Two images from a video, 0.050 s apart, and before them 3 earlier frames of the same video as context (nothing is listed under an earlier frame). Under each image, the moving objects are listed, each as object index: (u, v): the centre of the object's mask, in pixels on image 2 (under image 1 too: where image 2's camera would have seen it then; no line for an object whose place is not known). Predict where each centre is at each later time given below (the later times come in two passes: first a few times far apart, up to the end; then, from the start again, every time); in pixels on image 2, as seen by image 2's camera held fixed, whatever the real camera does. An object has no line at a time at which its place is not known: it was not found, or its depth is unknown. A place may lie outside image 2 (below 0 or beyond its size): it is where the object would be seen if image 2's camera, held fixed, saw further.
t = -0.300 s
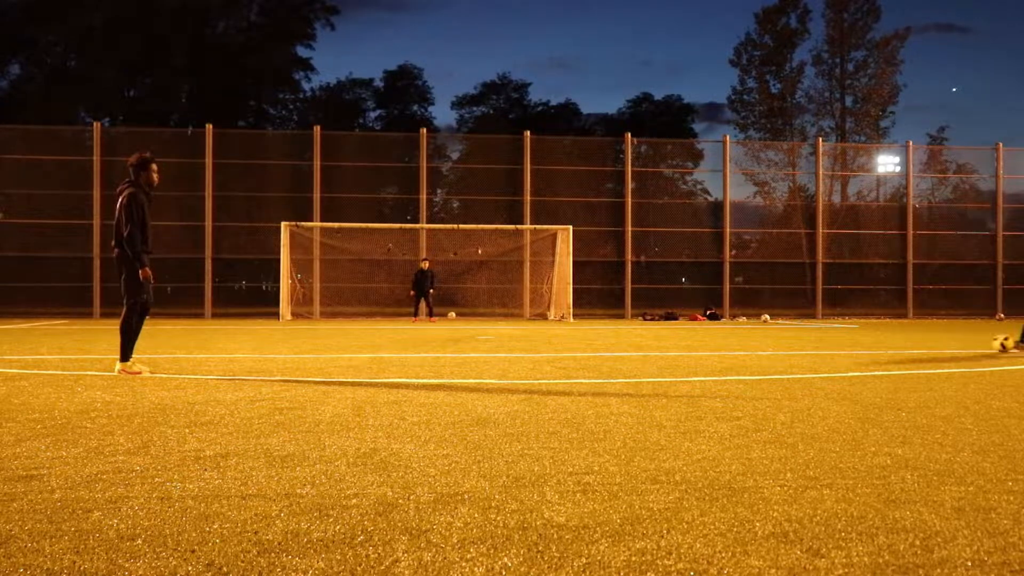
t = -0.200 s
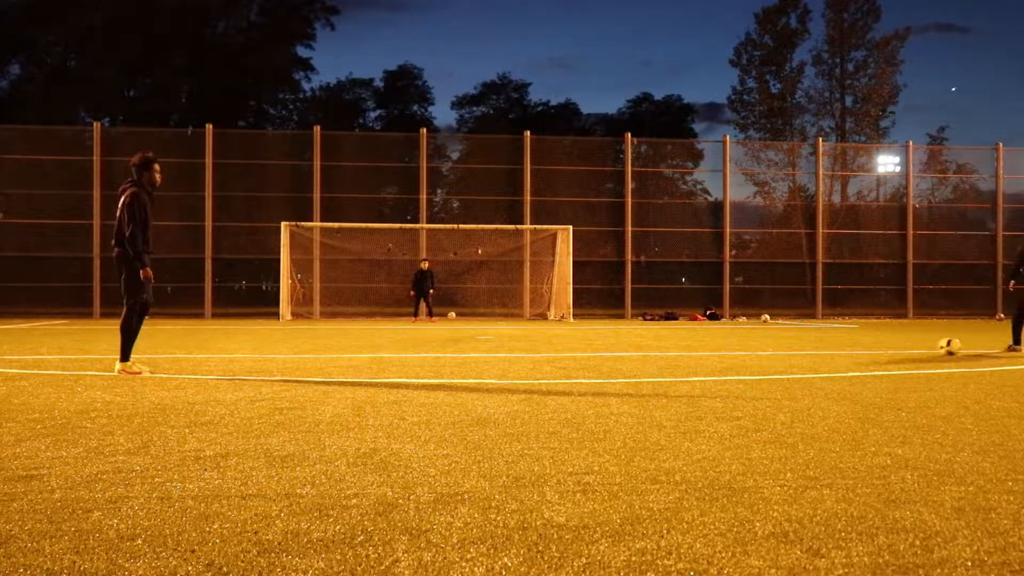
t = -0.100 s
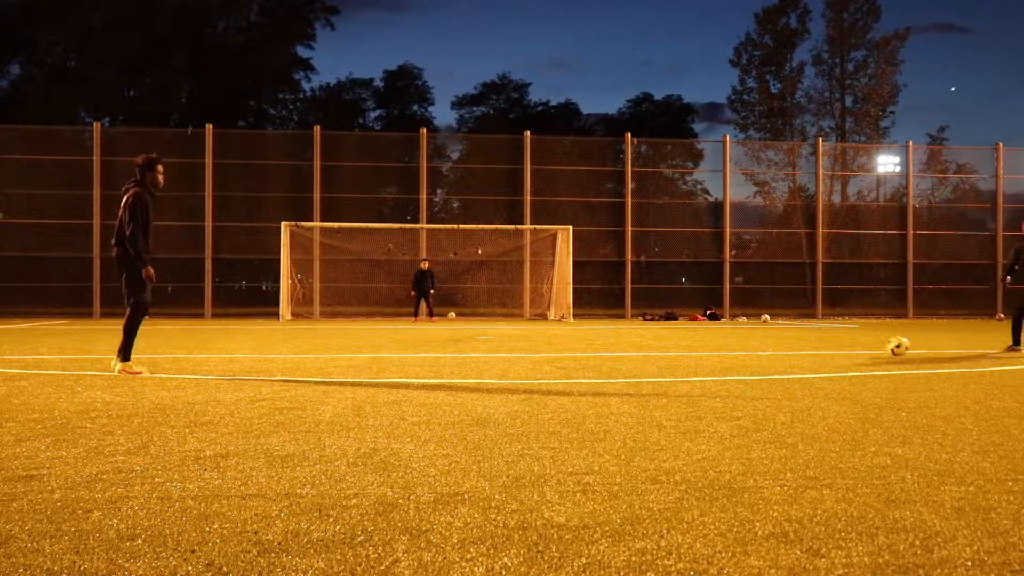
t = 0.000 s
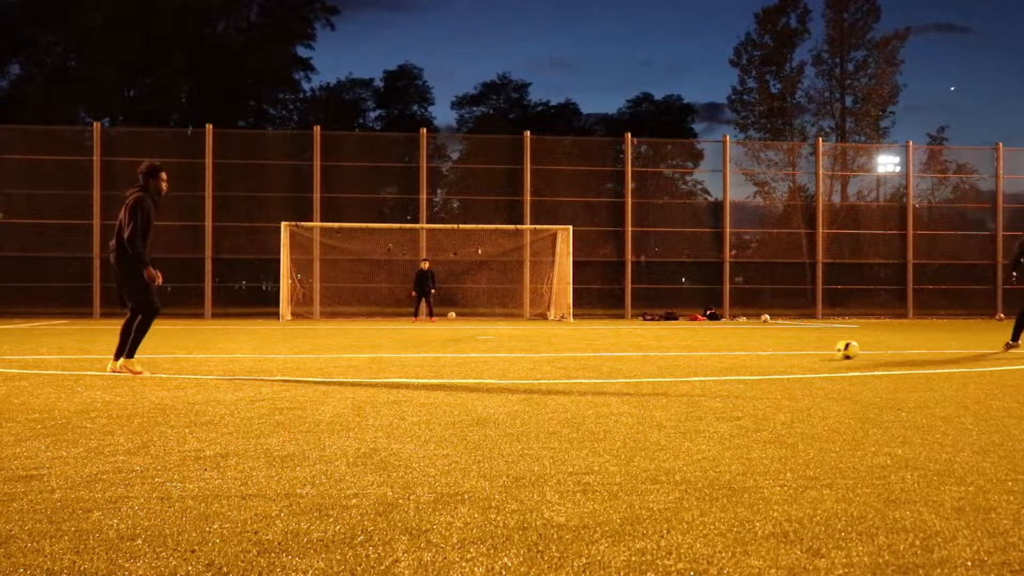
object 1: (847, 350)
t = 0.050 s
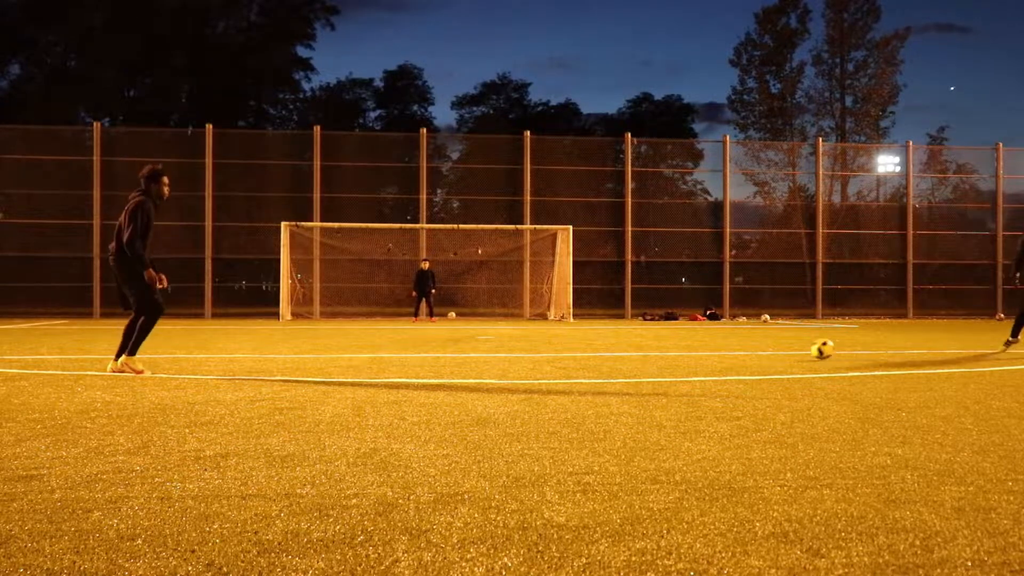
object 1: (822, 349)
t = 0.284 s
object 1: (708, 354)
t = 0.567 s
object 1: (579, 358)
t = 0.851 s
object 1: (456, 362)
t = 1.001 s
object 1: (389, 365)
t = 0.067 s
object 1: (814, 349)
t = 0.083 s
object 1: (806, 349)
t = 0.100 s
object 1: (796, 350)
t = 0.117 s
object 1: (789, 351)
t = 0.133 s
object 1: (781, 351)
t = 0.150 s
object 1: (773, 351)
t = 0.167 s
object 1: (765, 351)
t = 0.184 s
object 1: (757, 351)
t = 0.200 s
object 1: (750, 351)
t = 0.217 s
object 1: (741, 352)
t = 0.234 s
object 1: (733, 352)
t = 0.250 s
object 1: (724, 353)
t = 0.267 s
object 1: (716, 354)
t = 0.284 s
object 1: (708, 354)
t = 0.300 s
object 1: (701, 354)
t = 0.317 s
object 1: (694, 354)
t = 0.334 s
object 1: (686, 354)
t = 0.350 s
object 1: (678, 353)
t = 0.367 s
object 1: (670, 354)
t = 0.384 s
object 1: (662, 354)
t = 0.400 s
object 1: (655, 355)
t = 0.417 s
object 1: (647, 356)
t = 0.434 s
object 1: (639, 357)
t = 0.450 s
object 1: (631, 357)
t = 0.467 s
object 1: (625, 357)
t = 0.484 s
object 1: (617, 357)
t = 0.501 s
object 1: (610, 357)
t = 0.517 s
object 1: (602, 357)
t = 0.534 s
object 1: (594, 357)
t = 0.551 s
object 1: (587, 357)
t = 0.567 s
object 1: (579, 358)
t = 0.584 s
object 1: (572, 360)
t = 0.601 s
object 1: (565, 361)
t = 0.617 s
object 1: (558, 361)
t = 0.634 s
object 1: (551, 360)
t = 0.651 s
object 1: (542, 360)
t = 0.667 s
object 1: (537, 360)
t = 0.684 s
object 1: (529, 360)
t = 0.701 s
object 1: (521, 360)
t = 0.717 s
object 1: (514, 362)
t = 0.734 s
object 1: (506, 363)
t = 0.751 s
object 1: (499, 363)
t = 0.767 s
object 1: (493, 362)
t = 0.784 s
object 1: (485, 362)
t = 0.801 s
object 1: (478, 362)
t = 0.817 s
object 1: (471, 362)
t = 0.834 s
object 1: (463, 363)
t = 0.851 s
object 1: (456, 362)
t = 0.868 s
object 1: (448, 365)
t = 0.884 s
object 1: (441, 365)
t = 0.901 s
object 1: (434, 364)
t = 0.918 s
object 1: (427, 364)
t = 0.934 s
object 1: (419, 364)
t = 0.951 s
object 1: (412, 363)
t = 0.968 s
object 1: (405, 364)
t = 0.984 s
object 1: (396, 364)
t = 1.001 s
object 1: (389, 365)
